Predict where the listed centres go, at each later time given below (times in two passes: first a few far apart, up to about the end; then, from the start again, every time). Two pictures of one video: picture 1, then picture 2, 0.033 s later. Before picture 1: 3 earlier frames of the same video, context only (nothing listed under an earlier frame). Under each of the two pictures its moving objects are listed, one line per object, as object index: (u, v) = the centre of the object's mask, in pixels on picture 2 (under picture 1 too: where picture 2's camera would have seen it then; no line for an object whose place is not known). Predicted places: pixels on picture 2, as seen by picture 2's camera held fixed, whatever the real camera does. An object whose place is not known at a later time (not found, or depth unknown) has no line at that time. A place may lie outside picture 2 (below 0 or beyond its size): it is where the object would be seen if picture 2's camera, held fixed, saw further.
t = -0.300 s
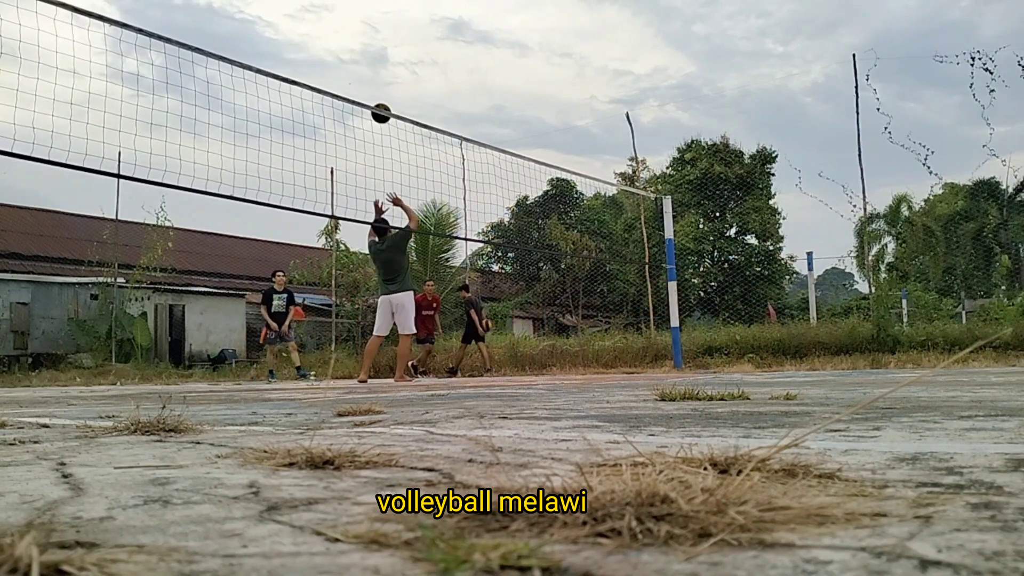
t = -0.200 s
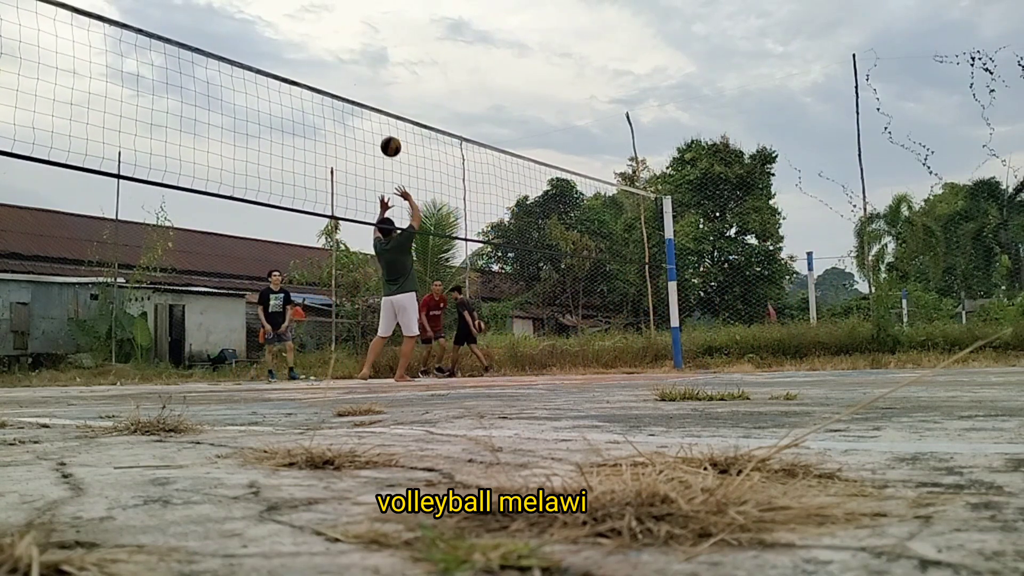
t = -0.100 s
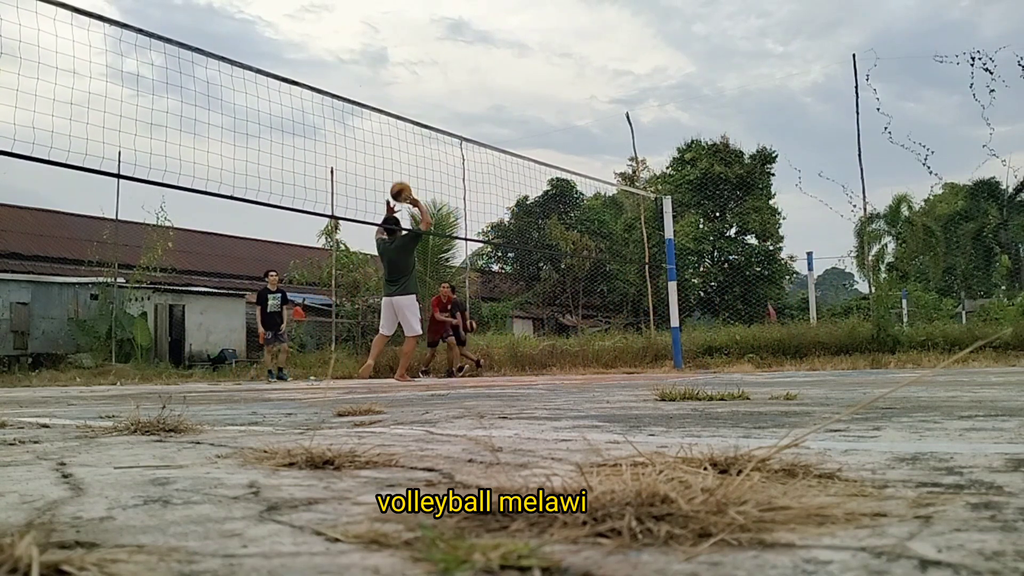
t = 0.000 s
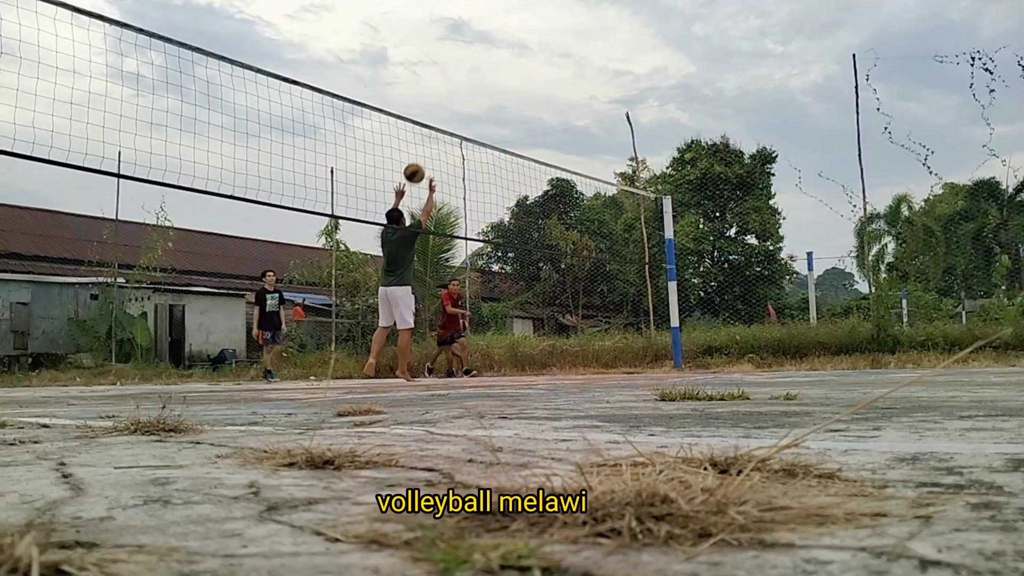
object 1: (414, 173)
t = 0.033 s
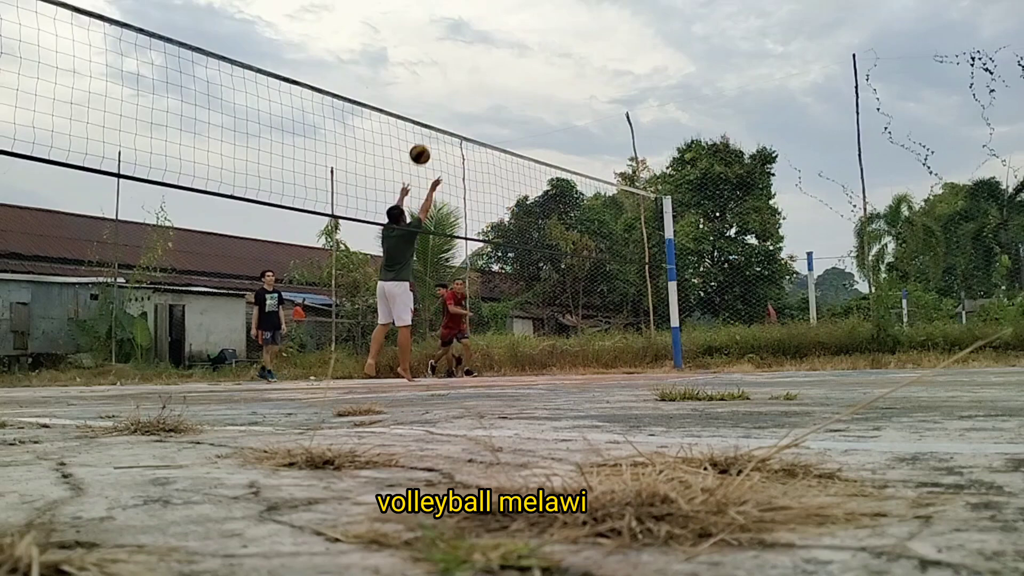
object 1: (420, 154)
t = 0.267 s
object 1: (454, 63)
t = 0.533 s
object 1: (486, 29)
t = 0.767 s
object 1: (512, 48)
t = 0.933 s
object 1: (529, 85)
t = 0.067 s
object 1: (425, 137)
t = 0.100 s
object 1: (431, 119)
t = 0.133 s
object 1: (436, 107)
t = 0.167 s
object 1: (441, 94)
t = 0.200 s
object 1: (445, 82)
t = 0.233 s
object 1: (449, 72)
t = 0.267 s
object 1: (454, 63)
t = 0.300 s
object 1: (458, 55)
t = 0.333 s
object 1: (462, 48)
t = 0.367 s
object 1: (466, 42)
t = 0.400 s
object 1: (470, 38)
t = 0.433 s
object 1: (474, 34)
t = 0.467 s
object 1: (478, 32)
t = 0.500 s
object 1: (482, 30)
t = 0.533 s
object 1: (486, 29)
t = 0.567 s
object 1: (490, 29)
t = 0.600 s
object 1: (493, 30)
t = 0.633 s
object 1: (497, 32)
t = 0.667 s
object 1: (501, 35)
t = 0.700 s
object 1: (504, 39)
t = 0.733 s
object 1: (508, 43)
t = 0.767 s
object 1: (512, 48)
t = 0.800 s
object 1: (515, 54)
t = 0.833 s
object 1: (519, 60)
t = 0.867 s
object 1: (522, 68)
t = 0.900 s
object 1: (525, 76)
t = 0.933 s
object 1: (529, 85)
